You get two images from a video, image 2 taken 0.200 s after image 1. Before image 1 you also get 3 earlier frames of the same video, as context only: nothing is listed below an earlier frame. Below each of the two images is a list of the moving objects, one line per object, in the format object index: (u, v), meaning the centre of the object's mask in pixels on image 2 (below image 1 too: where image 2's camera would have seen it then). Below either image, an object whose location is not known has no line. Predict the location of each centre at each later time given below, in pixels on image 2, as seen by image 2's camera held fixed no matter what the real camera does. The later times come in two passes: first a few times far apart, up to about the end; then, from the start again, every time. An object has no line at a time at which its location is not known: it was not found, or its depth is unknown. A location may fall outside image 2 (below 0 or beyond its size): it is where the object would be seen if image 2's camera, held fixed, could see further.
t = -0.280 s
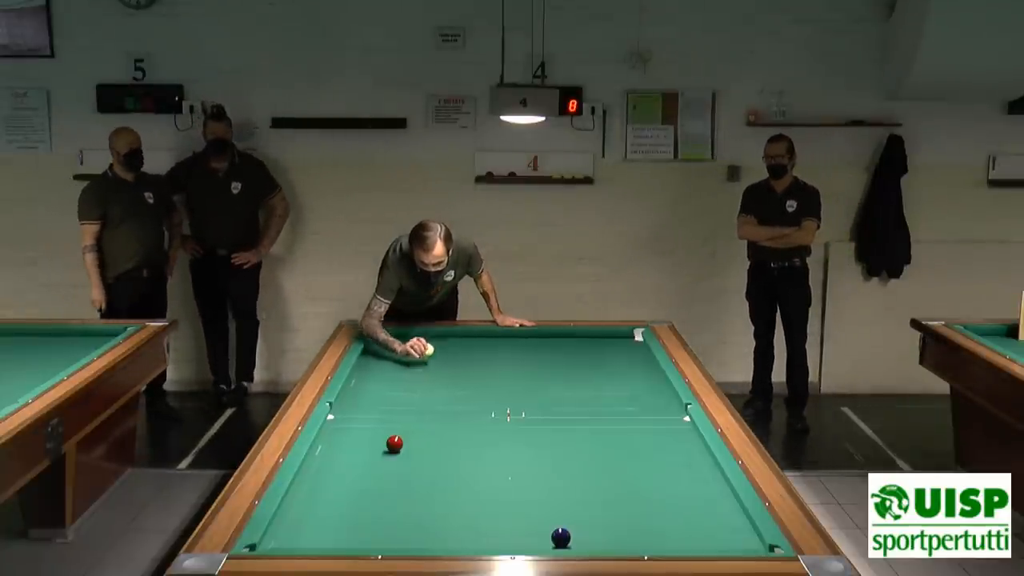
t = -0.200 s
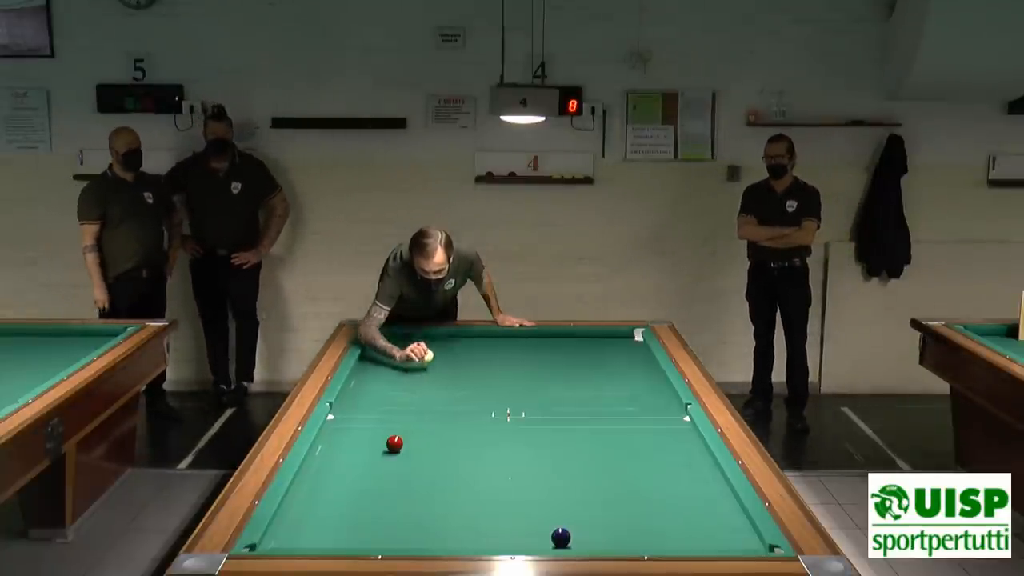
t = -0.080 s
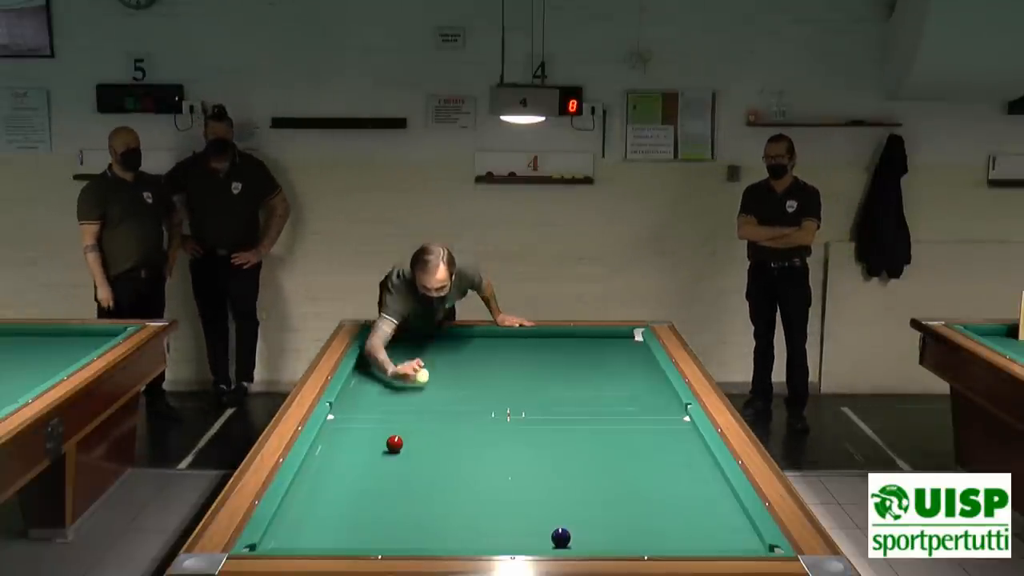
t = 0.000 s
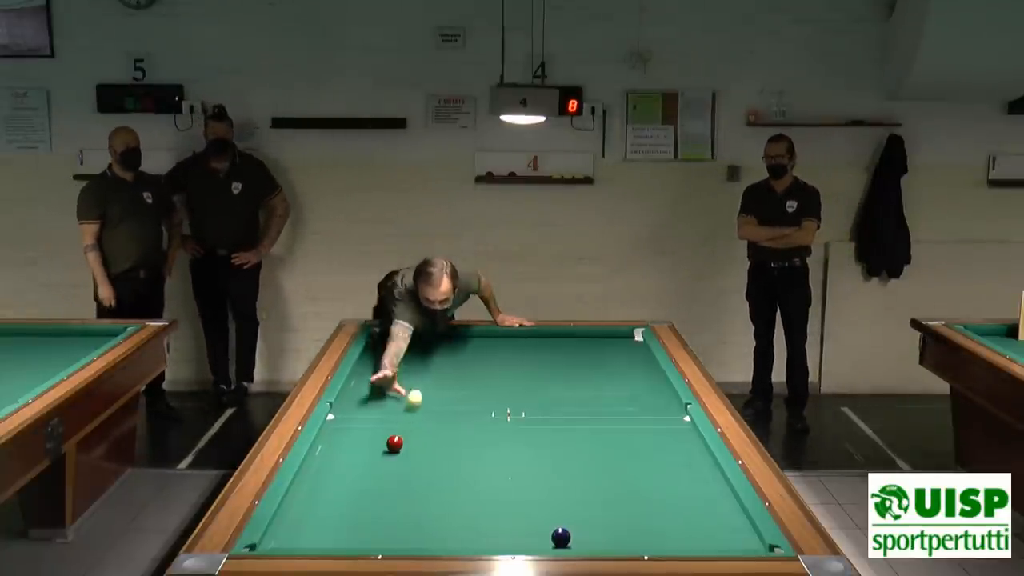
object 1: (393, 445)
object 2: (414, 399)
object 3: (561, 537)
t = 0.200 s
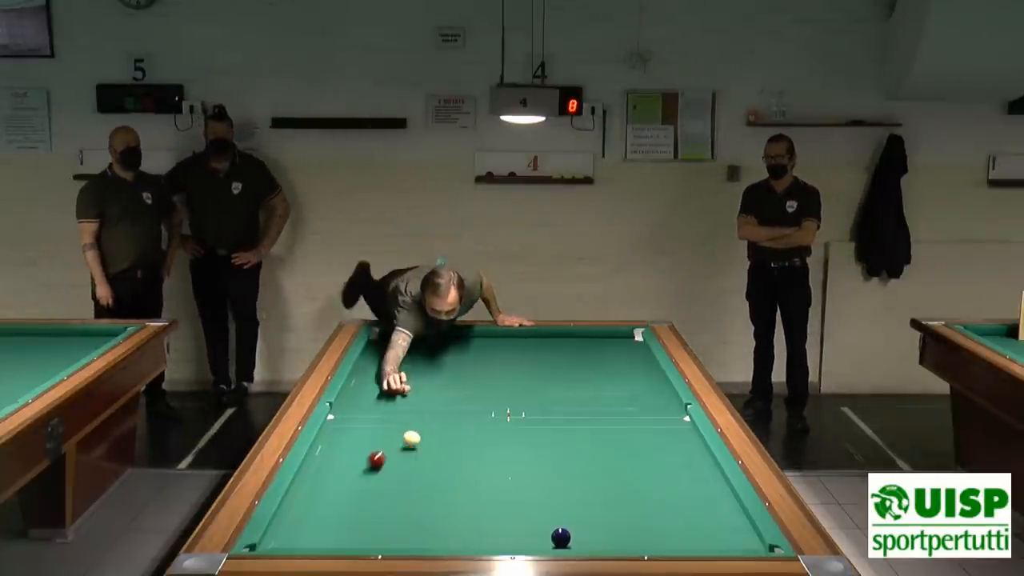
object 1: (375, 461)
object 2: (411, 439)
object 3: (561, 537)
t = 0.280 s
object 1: (348, 486)
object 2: (423, 442)
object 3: (561, 537)
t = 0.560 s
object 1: (282, 527)
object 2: (463, 449)
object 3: (561, 537)
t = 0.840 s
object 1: (320, 471)
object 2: (504, 456)
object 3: (561, 537)
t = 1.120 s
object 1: (349, 433)
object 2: (545, 464)
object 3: (561, 537)
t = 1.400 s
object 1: (372, 403)
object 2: (587, 471)
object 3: (561, 537)
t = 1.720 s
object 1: (393, 374)
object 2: (635, 479)
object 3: (561, 537)
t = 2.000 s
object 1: (409, 353)
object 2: (678, 487)
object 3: (561, 537)
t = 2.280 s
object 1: (422, 336)
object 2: (720, 493)
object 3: (561, 537)
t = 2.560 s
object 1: (433, 343)
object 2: (707, 499)
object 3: (561, 537)
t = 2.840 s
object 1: (444, 353)
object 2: (689, 504)
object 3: (561, 537)
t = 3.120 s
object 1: (456, 364)
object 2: (671, 509)
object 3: (561, 537)
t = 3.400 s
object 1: (469, 376)
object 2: (654, 514)
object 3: (561, 537)
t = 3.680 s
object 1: (482, 387)
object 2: (637, 519)
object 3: (561, 537)
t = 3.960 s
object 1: (497, 400)
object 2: (620, 524)
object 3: (561, 537)
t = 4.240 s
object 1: (512, 414)
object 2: (604, 528)
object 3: (561, 537)
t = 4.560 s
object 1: (530, 431)
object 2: (587, 533)
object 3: (561, 538)
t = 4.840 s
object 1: (548, 447)
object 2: (578, 536)
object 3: (554, 538)
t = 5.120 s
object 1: (567, 464)
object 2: (575, 538)
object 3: (543, 539)
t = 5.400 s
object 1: (587, 483)
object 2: (573, 539)
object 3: (532, 540)
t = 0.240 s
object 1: (362, 473)
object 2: (417, 440)
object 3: (561, 538)
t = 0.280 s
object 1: (348, 486)
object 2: (423, 442)
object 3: (561, 537)
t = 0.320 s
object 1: (335, 499)
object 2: (429, 443)
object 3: (561, 538)
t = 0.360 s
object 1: (321, 513)
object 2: (434, 444)
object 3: (561, 537)
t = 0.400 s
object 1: (305, 528)
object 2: (440, 444)
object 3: (561, 537)
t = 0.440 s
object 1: (292, 539)
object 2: (445, 445)
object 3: (561, 537)
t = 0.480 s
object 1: (280, 543)
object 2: (451, 447)
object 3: (561, 537)
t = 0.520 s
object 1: (281, 536)
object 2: (457, 448)
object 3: (561, 538)
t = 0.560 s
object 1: (282, 527)
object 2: (463, 449)
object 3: (561, 537)
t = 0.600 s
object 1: (284, 516)
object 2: (469, 450)
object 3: (561, 537)
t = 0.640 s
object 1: (290, 507)
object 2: (474, 451)
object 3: (561, 538)
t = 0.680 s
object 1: (298, 499)
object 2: (480, 453)
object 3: (561, 538)
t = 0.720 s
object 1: (304, 491)
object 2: (486, 453)
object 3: (561, 537)
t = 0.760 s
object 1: (310, 484)
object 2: (492, 454)
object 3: (561, 538)
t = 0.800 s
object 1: (315, 477)
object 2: (498, 455)
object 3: (561, 537)
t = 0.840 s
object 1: (320, 471)
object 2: (504, 456)
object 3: (561, 537)
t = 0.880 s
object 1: (325, 465)
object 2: (510, 457)
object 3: (561, 538)
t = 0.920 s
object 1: (329, 459)
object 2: (515, 458)
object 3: (561, 538)
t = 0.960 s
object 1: (333, 453)
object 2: (521, 460)
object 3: (561, 537)
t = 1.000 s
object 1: (338, 448)
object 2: (527, 461)
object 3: (561, 537)
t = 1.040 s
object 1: (341, 443)
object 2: (533, 461)
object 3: (561, 537)
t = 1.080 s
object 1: (345, 438)
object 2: (539, 462)
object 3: (561, 537)
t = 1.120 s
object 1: (349, 433)
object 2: (545, 464)
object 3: (561, 537)
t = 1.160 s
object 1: (352, 428)
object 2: (551, 465)
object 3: (561, 537)
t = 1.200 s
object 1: (356, 424)
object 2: (557, 466)
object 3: (561, 537)
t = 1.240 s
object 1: (359, 419)
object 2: (563, 467)
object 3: (561, 537)
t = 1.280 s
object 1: (363, 415)
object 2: (569, 468)
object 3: (561, 537)
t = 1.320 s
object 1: (365, 411)
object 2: (575, 469)
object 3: (561, 537)
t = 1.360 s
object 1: (369, 407)
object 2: (581, 470)
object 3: (561, 537)
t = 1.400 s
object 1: (372, 403)
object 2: (587, 471)
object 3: (561, 537)
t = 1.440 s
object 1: (375, 399)
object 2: (593, 472)
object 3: (561, 537)
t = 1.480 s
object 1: (378, 395)
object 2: (599, 473)
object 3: (561, 537)
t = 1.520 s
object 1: (380, 391)
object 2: (605, 474)
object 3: (561, 537)
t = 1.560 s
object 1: (383, 388)
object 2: (611, 475)
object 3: (561, 537)
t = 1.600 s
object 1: (386, 384)
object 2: (617, 476)
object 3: (561, 537)
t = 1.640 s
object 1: (388, 381)
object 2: (623, 477)
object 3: (561, 537)
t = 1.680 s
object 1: (391, 378)
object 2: (629, 478)
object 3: (561, 537)
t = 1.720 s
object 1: (393, 374)
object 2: (635, 479)
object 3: (561, 537)
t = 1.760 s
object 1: (396, 371)
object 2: (641, 480)
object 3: (561, 537)
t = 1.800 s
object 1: (398, 368)
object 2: (647, 481)
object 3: (561, 537)
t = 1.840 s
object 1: (400, 365)
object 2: (654, 482)
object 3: (561, 537)
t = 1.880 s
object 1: (403, 362)
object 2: (660, 483)
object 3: (561, 537)
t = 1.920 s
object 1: (405, 359)
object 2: (666, 484)
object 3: (561, 537)
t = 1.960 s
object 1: (407, 356)
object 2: (672, 485)
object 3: (561, 537)
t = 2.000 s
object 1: (409, 353)
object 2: (678, 487)
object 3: (561, 537)
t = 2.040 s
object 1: (411, 351)
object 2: (684, 487)
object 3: (561, 537)
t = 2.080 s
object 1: (414, 348)
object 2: (690, 488)
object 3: (561, 537)
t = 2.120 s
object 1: (415, 346)
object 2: (696, 489)
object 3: (561, 537)
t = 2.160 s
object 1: (417, 343)
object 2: (702, 491)
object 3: (561, 537)
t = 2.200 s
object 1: (419, 341)
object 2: (708, 492)
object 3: (561, 537)
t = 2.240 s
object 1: (421, 338)
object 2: (714, 493)
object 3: (561, 537)
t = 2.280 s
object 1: (422, 336)
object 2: (720, 493)
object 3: (561, 537)
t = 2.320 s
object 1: (424, 335)
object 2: (724, 495)
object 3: (561, 537)
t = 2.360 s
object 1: (425, 335)
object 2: (721, 496)
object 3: (561, 537)
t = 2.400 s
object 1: (427, 337)
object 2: (718, 497)
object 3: (561, 537)
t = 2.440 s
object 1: (428, 338)
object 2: (715, 497)
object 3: (561, 537)
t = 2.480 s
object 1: (430, 340)
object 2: (713, 498)
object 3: (561, 537)
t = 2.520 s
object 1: (432, 341)
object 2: (710, 498)
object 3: (561, 537)
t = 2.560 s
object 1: (433, 343)
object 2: (707, 499)
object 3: (561, 537)
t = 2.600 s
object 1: (435, 345)
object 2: (705, 500)
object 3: (561, 537)
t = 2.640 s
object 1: (436, 346)
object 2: (702, 501)
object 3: (561, 537)
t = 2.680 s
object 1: (438, 347)
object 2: (700, 501)
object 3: (561, 537)
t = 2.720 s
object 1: (439, 349)
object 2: (697, 502)
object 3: (561, 537)
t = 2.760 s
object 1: (441, 350)
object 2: (694, 503)
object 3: (561, 537)
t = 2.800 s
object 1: (443, 352)
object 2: (692, 503)
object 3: (561, 537)
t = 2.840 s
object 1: (444, 353)
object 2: (689, 504)
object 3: (561, 537)
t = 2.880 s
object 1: (446, 354)
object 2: (687, 505)
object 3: (561, 537)
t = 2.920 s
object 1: (448, 356)
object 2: (684, 506)
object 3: (561, 537)
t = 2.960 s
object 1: (449, 357)
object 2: (682, 506)
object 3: (561, 537)
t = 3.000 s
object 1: (451, 359)
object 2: (679, 507)
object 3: (561, 537)
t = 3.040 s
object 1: (453, 361)
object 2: (677, 508)
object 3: (561, 537)
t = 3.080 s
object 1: (454, 362)
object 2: (674, 508)
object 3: (561, 537)
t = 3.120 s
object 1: (456, 364)
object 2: (671, 509)
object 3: (561, 537)
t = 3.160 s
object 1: (458, 365)
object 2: (669, 510)
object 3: (561, 537)
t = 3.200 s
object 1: (460, 367)
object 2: (667, 510)
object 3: (561, 537)
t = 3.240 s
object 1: (462, 369)
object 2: (664, 511)
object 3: (561, 537)
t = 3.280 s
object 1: (463, 370)
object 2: (662, 512)
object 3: (561, 537)
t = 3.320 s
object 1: (465, 372)
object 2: (659, 513)
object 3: (561, 537)
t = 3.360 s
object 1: (467, 374)
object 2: (657, 513)
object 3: (561, 537)
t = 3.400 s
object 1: (469, 376)
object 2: (654, 514)
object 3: (561, 537)
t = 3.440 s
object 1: (471, 377)
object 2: (652, 514)
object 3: (561, 537)
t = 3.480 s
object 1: (472, 379)
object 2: (649, 515)
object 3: (561, 537)
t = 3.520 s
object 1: (474, 381)
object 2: (647, 515)
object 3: (561, 537)
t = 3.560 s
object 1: (476, 382)
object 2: (644, 516)
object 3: (561, 537)
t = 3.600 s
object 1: (478, 384)
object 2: (642, 517)
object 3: (561, 537)
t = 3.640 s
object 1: (480, 386)
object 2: (640, 518)
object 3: (561, 537)
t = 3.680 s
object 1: (482, 387)
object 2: (637, 519)
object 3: (561, 537)
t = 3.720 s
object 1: (484, 389)
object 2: (635, 519)
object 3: (561, 537)
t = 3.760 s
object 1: (486, 391)
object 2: (632, 520)
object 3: (561, 537)
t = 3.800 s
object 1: (488, 393)
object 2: (630, 520)
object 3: (561, 537)
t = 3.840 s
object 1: (490, 395)
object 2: (627, 521)
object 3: (561, 537)
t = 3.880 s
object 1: (492, 397)
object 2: (625, 522)
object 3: (561, 537)
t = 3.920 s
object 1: (495, 398)
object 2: (623, 523)
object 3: (561, 537)
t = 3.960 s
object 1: (497, 400)
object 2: (620, 524)
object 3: (561, 537)
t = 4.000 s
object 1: (499, 402)
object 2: (618, 524)
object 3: (561, 537)
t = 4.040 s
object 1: (501, 404)
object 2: (616, 524)
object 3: (561, 537)
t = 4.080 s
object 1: (503, 406)
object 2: (613, 525)
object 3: (561, 537)
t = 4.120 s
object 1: (505, 408)
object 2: (611, 526)
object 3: (561, 537)
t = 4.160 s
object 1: (507, 410)
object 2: (609, 526)
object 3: (561, 538)
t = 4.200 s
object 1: (509, 412)
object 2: (607, 527)
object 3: (561, 537)
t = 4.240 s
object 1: (512, 414)
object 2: (604, 528)
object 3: (561, 537)
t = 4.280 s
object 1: (514, 416)
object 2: (602, 529)
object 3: (561, 537)
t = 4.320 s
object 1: (516, 419)
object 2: (600, 529)
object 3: (561, 537)
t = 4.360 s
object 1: (518, 420)
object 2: (598, 530)
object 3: (561, 537)
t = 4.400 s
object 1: (520, 422)
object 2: (596, 530)
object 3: (561, 538)
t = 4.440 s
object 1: (523, 425)
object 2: (593, 531)
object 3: (560, 538)
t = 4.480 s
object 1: (526, 427)
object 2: (591, 531)
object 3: (561, 538)
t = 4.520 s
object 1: (528, 429)
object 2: (589, 532)
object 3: (561, 538)
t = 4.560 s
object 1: (530, 431)
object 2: (587, 533)
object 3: (561, 538)
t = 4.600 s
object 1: (533, 433)
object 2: (585, 534)
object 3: (561, 538)
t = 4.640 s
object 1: (535, 435)
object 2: (583, 534)
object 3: (561, 538)
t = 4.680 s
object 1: (538, 438)
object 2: (581, 535)
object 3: (560, 538)
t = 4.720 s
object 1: (540, 440)
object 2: (580, 535)
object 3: (559, 538)
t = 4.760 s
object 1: (543, 442)
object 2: (579, 535)
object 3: (557, 538)
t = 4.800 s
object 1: (545, 445)
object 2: (579, 535)
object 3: (555, 538)
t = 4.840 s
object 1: (548, 447)
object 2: (578, 536)
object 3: (554, 538)
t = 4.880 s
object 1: (551, 449)
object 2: (578, 536)
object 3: (552, 539)
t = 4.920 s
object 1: (553, 452)
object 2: (577, 536)
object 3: (550, 539)
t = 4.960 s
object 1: (556, 455)
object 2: (577, 537)
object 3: (549, 539)
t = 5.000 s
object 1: (559, 457)
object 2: (576, 537)
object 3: (547, 539)
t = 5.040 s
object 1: (561, 459)
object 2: (576, 537)
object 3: (546, 539)
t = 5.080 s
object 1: (564, 462)
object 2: (576, 538)
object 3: (544, 539)
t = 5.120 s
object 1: (567, 464)
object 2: (575, 538)
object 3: (543, 539)
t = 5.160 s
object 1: (570, 467)
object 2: (575, 538)
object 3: (541, 539)
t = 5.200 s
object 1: (573, 469)
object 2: (575, 538)
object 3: (540, 539)
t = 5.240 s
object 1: (576, 472)
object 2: (574, 538)
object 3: (538, 539)
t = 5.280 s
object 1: (579, 474)
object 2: (574, 538)
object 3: (537, 540)
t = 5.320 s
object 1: (582, 477)
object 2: (574, 539)
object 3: (535, 540)
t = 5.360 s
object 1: (585, 480)
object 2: (573, 539)
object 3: (534, 540)
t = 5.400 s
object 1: (587, 483)
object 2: (573, 539)
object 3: (532, 540)
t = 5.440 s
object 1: (590, 485)
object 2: (573, 539)
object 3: (531, 540)
